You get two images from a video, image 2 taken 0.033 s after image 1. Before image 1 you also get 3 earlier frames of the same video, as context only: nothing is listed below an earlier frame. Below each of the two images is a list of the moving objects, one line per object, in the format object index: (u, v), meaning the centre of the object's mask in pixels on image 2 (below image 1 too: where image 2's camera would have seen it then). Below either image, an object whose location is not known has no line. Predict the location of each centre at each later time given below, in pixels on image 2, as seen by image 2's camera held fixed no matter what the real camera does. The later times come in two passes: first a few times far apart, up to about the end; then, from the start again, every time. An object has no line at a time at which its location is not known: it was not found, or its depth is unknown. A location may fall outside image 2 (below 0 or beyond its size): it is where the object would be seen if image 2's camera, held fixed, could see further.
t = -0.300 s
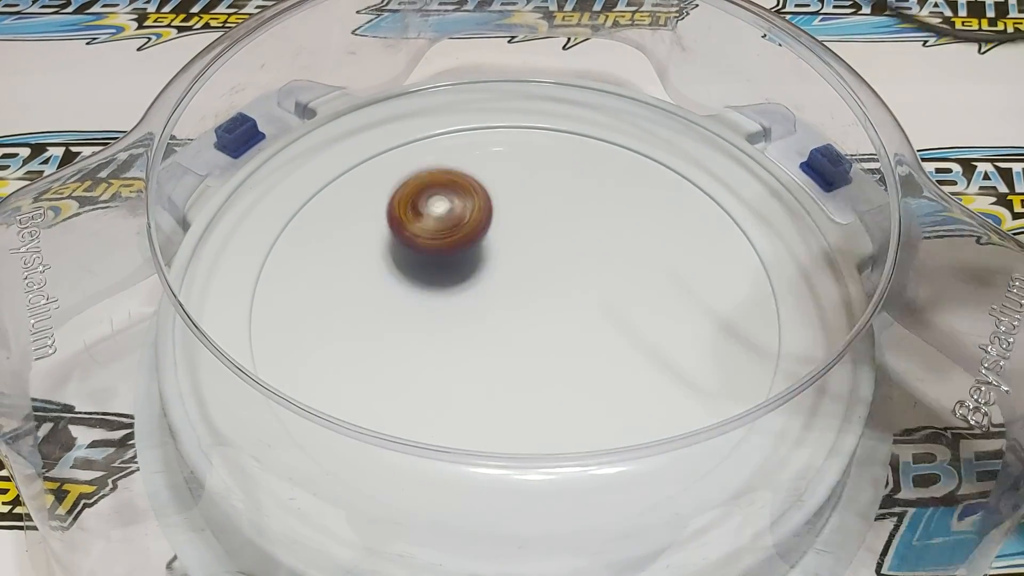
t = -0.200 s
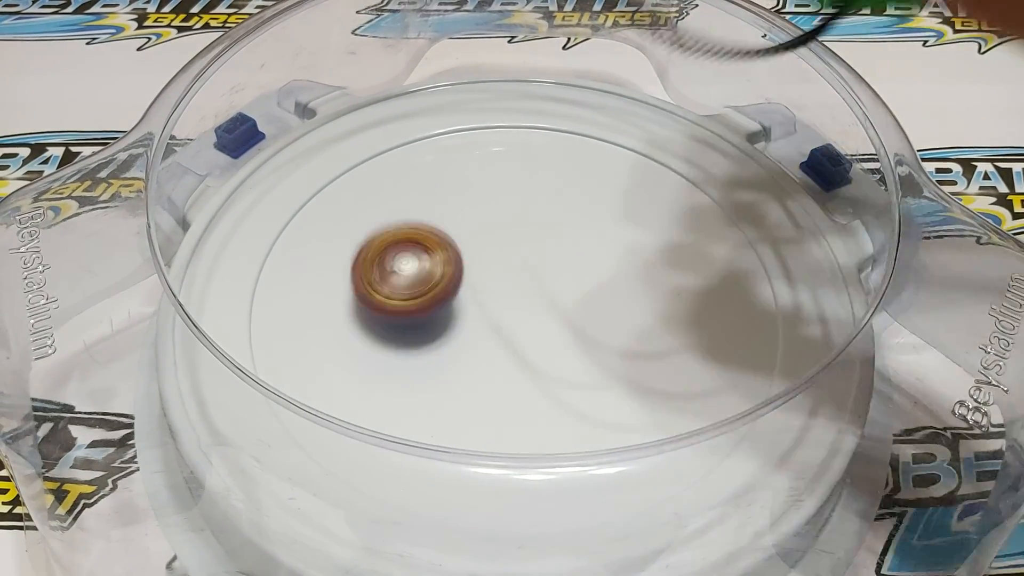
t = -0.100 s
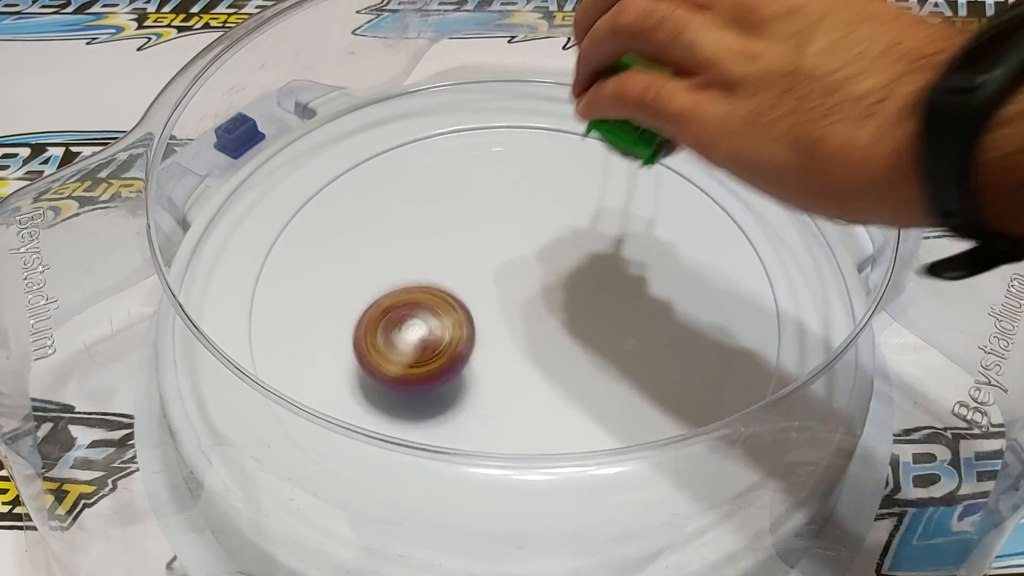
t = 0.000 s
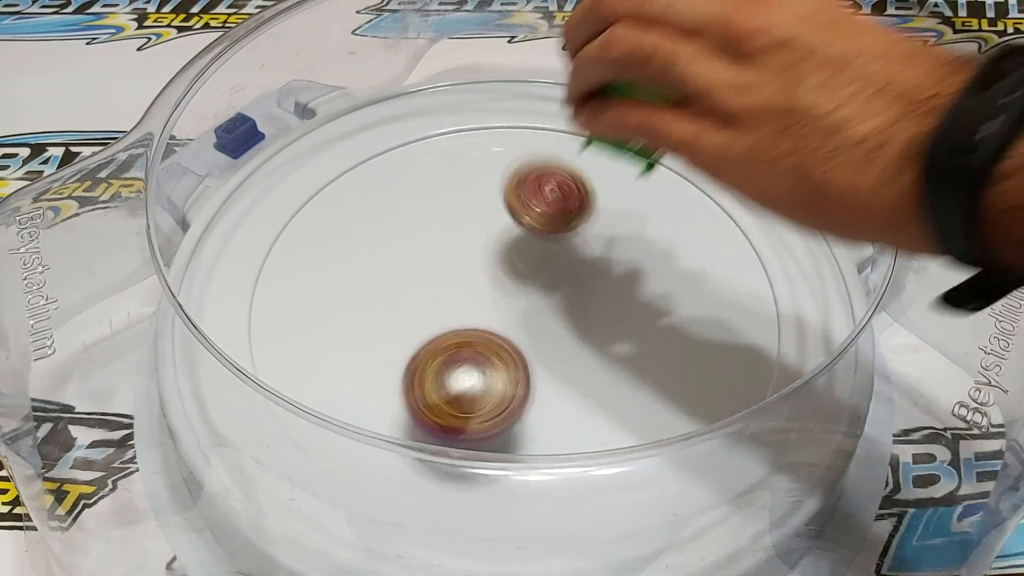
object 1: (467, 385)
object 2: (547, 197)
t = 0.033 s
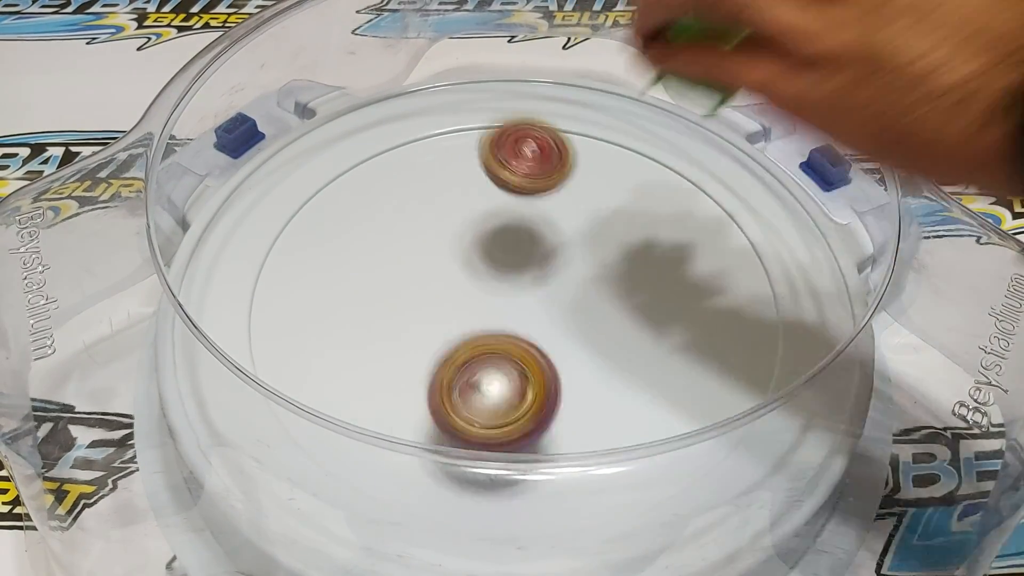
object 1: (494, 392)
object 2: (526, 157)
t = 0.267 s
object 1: (661, 348)
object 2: (402, 173)
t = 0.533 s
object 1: (609, 167)
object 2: (463, 275)
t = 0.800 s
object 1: (371, 172)
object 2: (682, 214)
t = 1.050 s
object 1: (360, 386)
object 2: (503, 153)
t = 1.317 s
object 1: (705, 414)
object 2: (427, 333)
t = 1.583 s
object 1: (659, 143)
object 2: (778, 302)
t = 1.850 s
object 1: (300, 184)
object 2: (514, 117)
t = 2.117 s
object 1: (583, 449)
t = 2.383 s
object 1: (729, 140)
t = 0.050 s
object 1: (506, 400)
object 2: (514, 142)
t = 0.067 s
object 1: (521, 408)
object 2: (503, 131)
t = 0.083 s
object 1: (534, 410)
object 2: (491, 125)
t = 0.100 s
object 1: (547, 409)
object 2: (478, 125)
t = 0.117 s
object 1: (561, 409)
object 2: (466, 128)
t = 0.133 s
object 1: (575, 408)
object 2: (456, 136)
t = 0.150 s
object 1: (587, 406)
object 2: (444, 147)
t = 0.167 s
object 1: (601, 403)
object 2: (435, 166)
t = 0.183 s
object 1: (614, 394)
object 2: (428, 166)
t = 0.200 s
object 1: (626, 389)
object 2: (423, 158)
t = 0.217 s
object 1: (636, 386)
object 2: (417, 155)
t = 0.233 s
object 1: (646, 373)
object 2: (411, 156)
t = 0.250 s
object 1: (654, 357)
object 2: (407, 162)
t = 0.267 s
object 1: (661, 348)
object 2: (402, 173)
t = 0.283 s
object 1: (668, 343)
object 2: (400, 180)
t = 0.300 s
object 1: (673, 330)
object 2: (398, 181)
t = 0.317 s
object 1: (677, 317)
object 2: (396, 187)
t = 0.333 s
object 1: (680, 308)
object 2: (396, 196)
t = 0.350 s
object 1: (681, 293)
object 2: (395, 202)
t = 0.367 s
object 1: (681, 277)
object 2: (396, 210)
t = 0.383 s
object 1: (680, 269)
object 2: (398, 218)
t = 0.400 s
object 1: (676, 254)
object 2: (401, 225)
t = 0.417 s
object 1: (672, 241)
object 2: (405, 232)
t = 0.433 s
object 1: (666, 231)
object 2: (410, 240)
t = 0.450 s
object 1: (660, 218)
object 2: (416, 247)
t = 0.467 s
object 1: (652, 207)
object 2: (424, 253)
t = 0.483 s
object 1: (642, 195)
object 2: (433, 260)
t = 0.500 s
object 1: (633, 185)
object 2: (442, 265)
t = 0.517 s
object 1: (621, 176)
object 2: (453, 270)
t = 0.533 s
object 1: (609, 167)
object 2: (463, 275)
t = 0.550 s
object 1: (596, 160)
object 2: (476, 279)
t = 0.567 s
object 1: (582, 152)
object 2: (489, 282)
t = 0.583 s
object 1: (567, 147)
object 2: (501, 285)
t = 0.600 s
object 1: (553, 143)
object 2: (515, 287)
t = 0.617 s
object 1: (537, 138)
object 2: (529, 288)
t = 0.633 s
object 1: (522, 135)
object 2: (544, 288)
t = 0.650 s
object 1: (505, 137)
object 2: (559, 286)
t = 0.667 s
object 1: (489, 135)
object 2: (574, 284)
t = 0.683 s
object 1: (473, 138)
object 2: (591, 280)
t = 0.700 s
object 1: (458, 139)
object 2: (607, 274)
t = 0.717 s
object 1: (442, 141)
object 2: (622, 268)
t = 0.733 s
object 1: (426, 144)
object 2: (637, 260)
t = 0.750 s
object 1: (410, 154)
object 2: (650, 251)
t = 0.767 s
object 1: (397, 159)
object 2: (663, 239)
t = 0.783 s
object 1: (383, 164)
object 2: (673, 227)
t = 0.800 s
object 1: (371, 172)
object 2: (682, 214)
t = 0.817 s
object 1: (358, 183)
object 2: (689, 201)
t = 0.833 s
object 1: (346, 202)
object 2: (695, 188)
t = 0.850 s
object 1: (337, 209)
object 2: (697, 175)
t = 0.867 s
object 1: (330, 215)
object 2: (698, 161)
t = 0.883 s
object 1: (322, 229)
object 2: (682, 152)
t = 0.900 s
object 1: (316, 244)
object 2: (665, 149)
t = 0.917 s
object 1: (308, 267)
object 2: (645, 152)
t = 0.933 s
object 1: (306, 288)
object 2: (626, 150)
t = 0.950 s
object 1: (309, 297)
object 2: (607, 149)
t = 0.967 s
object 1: (312, 308)
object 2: (589, 148)
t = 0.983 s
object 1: (314, 326)
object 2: (571, 147)
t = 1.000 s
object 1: (319, 347)
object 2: (553, 149)
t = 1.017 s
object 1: (332, 366)
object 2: (536, 148)
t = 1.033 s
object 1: (345, 377)
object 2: (519, 150)
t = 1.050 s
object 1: (360, 386)
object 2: (503, 153)
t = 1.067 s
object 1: (366, 408)
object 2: (487, 156)
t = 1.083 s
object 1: (382, 428)
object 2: (473, 161)
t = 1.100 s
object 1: (402, 435)
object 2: (460, 166)
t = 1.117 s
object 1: (424, 444)
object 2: (448, 172)
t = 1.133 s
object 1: (443, 464)
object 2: (436, 179)
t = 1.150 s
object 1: (466, 466)
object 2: (426, 187)
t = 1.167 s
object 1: (492, 476)
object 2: (417, 196)
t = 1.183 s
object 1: (518, 488)
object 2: (409, 207)
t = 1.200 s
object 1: (546, 487)
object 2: (403, 219)
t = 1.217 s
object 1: (573, 486)
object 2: (398, 231)
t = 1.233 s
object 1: (601, 482)
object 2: (396, 245)
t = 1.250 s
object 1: (628, 470)
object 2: (396, 261)
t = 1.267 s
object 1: (652, 460)
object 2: (399, 278)
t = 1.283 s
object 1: (672, 451)
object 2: (405, 297)
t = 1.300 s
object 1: (690, 432)
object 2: (415, 316)
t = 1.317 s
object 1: (705, 414)
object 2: (427, 333)
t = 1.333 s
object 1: (718, 396)
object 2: (444, 351)
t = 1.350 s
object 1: (725, 376)
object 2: (465, 368)
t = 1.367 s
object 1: (740, 360)
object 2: (488, 383)
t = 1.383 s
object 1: (750, 345)
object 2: (515, 397)
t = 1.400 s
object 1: (758, 326)
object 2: (546, 406)
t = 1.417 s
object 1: (761, 304)
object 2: (578, 411)
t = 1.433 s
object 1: (763, 284)
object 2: (610, 412)
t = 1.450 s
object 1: (761, 261)
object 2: (651, 424)
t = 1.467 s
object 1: (759, 243)
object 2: (686, 424)
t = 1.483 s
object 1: (754, 224)
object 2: (722, 421)
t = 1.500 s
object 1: (747, 204)
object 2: (750, 407)
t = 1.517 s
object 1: (735, 188)
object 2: (757, 379)
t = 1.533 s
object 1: (720, 174)
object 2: (764, 350)
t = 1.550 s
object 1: (702, 164)
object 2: (774, 333)
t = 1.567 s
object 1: (681, 151)
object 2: (781, 316)
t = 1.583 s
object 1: (659, 143)
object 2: (778, 302)
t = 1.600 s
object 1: (636, 136)
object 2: (765, 280)
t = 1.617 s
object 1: (612, 129)
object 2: (753, 259)
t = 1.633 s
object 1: (588, 126)
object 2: (740, 239)
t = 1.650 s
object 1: (564, 118)
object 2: (727, 219)
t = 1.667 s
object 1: (540, 112)
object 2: (715, 201)
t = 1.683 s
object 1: (515, 109)
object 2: (702, 184)
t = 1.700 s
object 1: (491, 105)
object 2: (688, 169)
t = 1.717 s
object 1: (467, 103)
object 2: (675, 154)
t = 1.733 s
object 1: (443, 103)
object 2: (660, 142)
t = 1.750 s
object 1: (421, 106)
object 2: (642, 133)
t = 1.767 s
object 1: (396, 117)
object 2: (620, 127)
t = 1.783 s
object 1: (374, 130)
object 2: (598, 122)
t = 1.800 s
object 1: (354, 137)
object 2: (576, 119)
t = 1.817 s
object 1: (332, 148)
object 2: (556, 116)
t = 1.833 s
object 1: (312, 165)
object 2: (535, 116)
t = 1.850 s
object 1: (300, 184)
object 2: (514, 117)
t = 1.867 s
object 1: (288, 206)
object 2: (492, 120)
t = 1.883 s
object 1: (279, 228)
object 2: (471, 126)
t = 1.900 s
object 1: (269, 253)
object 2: (450, 135)
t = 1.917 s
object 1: (262, 281)
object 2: (429, 145)
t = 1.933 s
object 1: (258, 304)
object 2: (409, 157)
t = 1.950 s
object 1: (264, 327)
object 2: (390, 171)
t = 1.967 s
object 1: (286, 345)
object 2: (372, 188)
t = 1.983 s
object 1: (313, 366)
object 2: (355, 207)
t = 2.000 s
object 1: (330, 401)
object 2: (339, 227)
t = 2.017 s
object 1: (357, 425)
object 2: (326, 250)
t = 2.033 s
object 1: (388, 450)
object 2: (314, 274)
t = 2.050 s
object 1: (420, 471)
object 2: (306, 299)
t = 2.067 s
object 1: (455, 491)
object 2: (300, 328)
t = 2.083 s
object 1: (496, 476)
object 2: (302, 352)
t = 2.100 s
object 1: (540, 455)
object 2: (304, 383)
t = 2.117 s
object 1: (583, 449)
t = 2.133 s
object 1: (619, 442)
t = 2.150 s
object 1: (653, 425)
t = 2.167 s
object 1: (685, 410)
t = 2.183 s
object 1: (710, 386)
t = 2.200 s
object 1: (739, 368)
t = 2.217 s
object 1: (764, 347)
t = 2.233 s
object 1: (776, 324)
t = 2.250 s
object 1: (783, 300)
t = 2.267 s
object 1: (785, 276)
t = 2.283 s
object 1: (785, 252)
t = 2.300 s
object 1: (782, 229)
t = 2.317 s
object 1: (778, 206)
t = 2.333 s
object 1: (773, 185)
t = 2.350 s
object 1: (766, 165)
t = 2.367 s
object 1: (756, 146)
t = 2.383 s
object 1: (729, 140)
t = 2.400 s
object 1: (699, 134)
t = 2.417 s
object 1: (670, 127)
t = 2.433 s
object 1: (642, 125)
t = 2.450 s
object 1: (611, 125)
